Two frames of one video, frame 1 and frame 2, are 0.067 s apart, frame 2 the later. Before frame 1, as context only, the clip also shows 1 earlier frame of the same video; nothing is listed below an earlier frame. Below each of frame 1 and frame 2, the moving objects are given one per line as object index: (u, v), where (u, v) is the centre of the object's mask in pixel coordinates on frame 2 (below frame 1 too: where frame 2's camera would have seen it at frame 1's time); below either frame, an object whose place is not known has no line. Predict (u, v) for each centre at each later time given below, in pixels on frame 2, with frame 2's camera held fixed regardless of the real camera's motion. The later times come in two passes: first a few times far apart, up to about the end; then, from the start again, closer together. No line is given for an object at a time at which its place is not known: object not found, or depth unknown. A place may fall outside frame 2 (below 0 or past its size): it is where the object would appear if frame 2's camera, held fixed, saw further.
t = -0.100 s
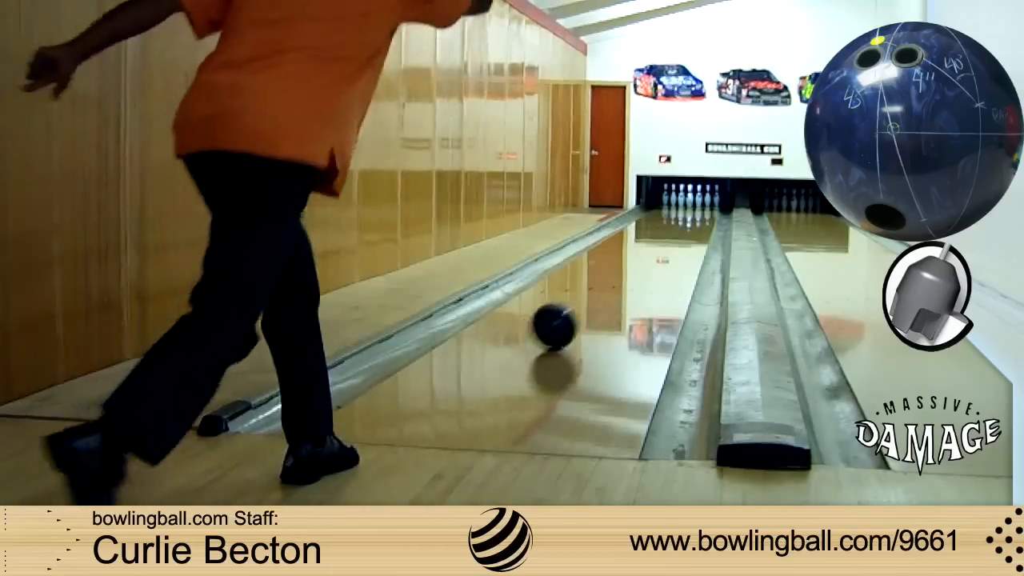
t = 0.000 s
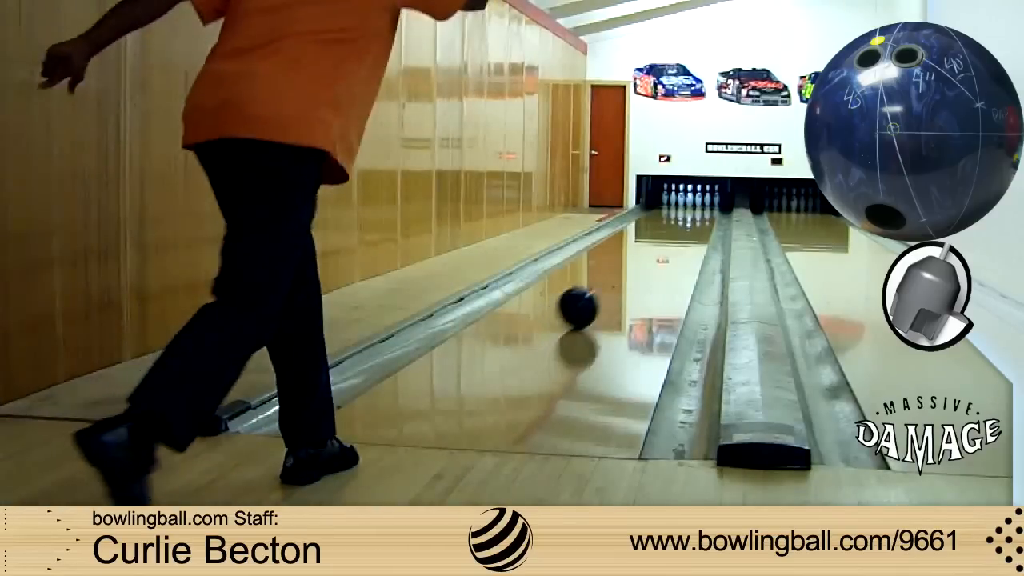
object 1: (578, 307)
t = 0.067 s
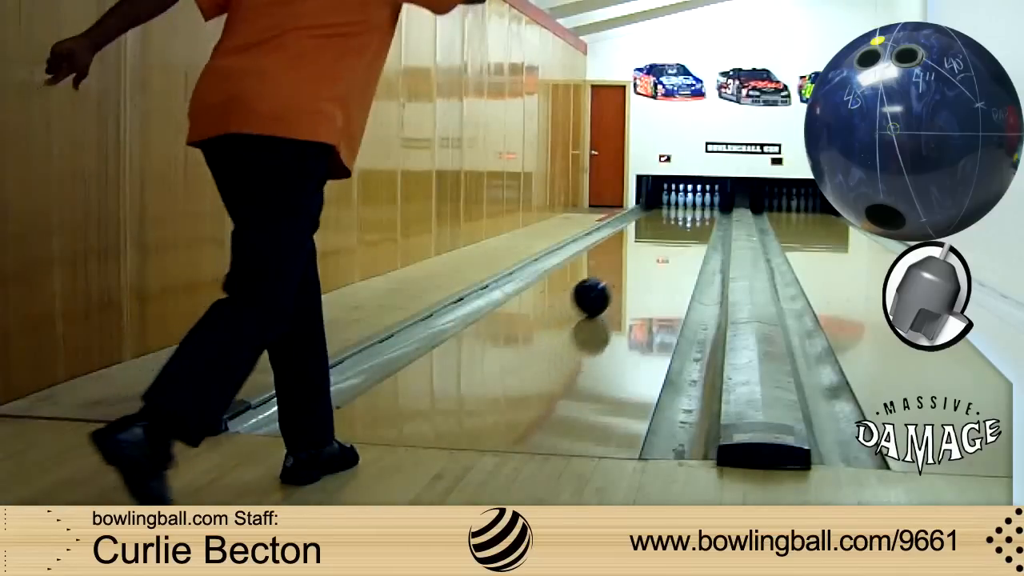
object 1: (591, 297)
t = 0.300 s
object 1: (626, 269)
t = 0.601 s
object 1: (654, 247)
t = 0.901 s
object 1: (671, 232)
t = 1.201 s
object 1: (682, 223)
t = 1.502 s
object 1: (691, 215)
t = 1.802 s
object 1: (695, 209)
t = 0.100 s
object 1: (597, 292)
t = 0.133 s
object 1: (603, 288)
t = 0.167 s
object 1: (608, 284)
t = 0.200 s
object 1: (613, 280)
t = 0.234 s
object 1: (617, 276)
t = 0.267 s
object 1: (622, 272)
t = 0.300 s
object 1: (626, 269)
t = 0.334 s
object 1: (630, 266)
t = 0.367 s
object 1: (633, 263)
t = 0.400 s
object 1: (637, 260)
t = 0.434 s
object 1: (640, 258)
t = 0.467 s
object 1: (643, 256)
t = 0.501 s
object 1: (646, 253)
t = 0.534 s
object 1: (649, 251)
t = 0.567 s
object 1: (651, 249)
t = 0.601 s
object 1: (654, 247)
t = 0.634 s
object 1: (656, 245)
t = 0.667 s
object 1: (659, 243)
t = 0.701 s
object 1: (660, 241)
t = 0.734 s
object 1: (663, 240)
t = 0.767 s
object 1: (664, 238)
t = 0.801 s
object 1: (666, 236)
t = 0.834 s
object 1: (668, 235)
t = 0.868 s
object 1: (670, 234)
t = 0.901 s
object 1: (671, 232)
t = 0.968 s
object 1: (673, 231)
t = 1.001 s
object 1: (674, 230)
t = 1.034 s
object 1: (676, 229)
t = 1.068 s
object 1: (677, 227)
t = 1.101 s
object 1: (679, 226)
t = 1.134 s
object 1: (680, 225)
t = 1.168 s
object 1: (681, 224)
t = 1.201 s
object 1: (682, 223)
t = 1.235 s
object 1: (683, 222)
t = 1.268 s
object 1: (684, 221)
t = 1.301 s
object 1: (685, 220)
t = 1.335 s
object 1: (686, 219)
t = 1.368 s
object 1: (687, 218)
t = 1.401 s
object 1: (688, 218)
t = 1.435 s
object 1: (689, 217)
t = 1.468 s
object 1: (690, 216)
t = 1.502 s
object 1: (691, 215)
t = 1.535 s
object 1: (691, 214)
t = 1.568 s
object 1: (692, 213)
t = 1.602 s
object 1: (692, 213)
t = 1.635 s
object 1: (693, 212)
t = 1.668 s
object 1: (693, 211)
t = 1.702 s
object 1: (694, 211)
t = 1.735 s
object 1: (695, 210)
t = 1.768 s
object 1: (695, 210)
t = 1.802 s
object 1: (695, 209)
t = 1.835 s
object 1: (695, 208)
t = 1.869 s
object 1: (695, 208)
